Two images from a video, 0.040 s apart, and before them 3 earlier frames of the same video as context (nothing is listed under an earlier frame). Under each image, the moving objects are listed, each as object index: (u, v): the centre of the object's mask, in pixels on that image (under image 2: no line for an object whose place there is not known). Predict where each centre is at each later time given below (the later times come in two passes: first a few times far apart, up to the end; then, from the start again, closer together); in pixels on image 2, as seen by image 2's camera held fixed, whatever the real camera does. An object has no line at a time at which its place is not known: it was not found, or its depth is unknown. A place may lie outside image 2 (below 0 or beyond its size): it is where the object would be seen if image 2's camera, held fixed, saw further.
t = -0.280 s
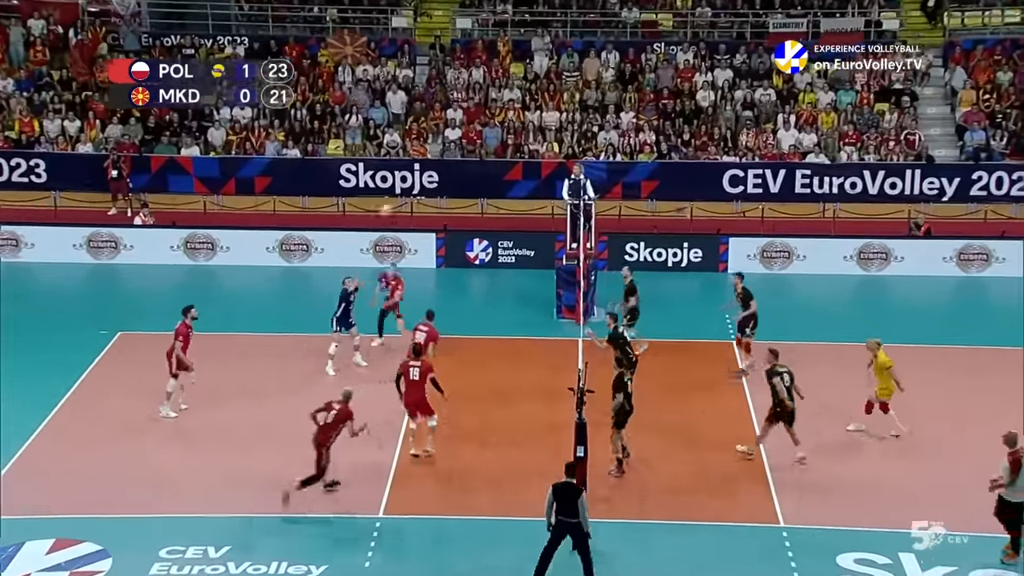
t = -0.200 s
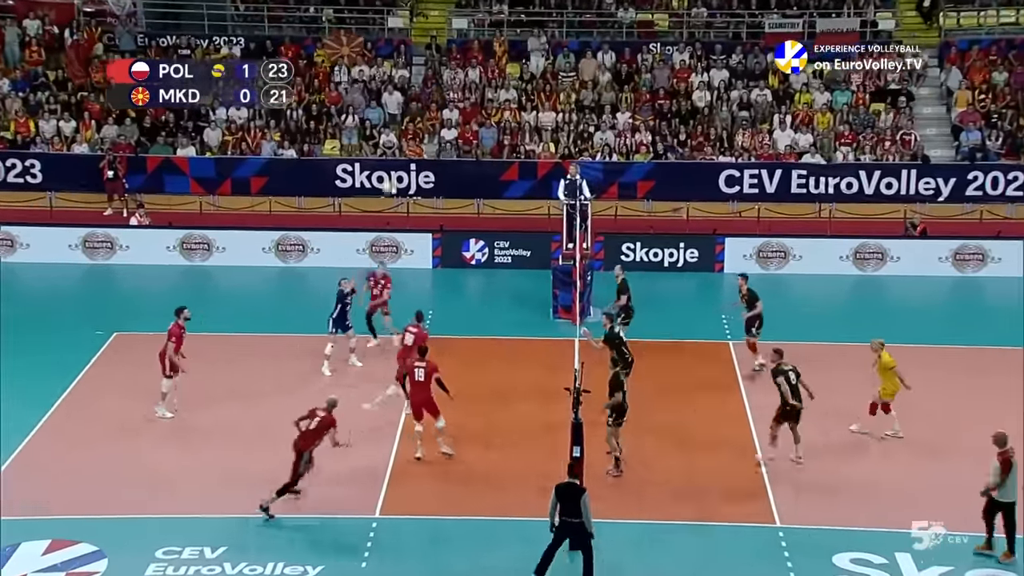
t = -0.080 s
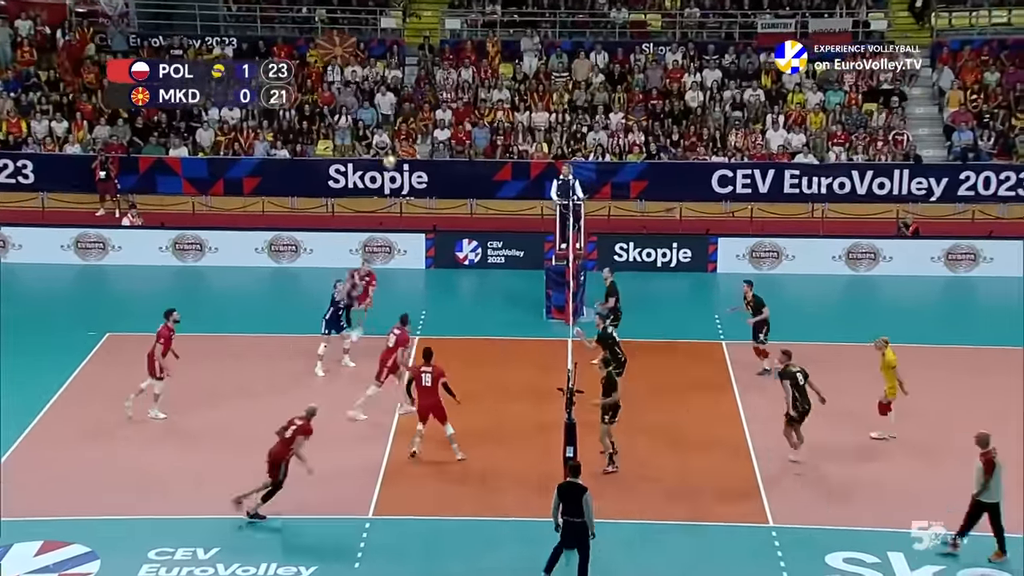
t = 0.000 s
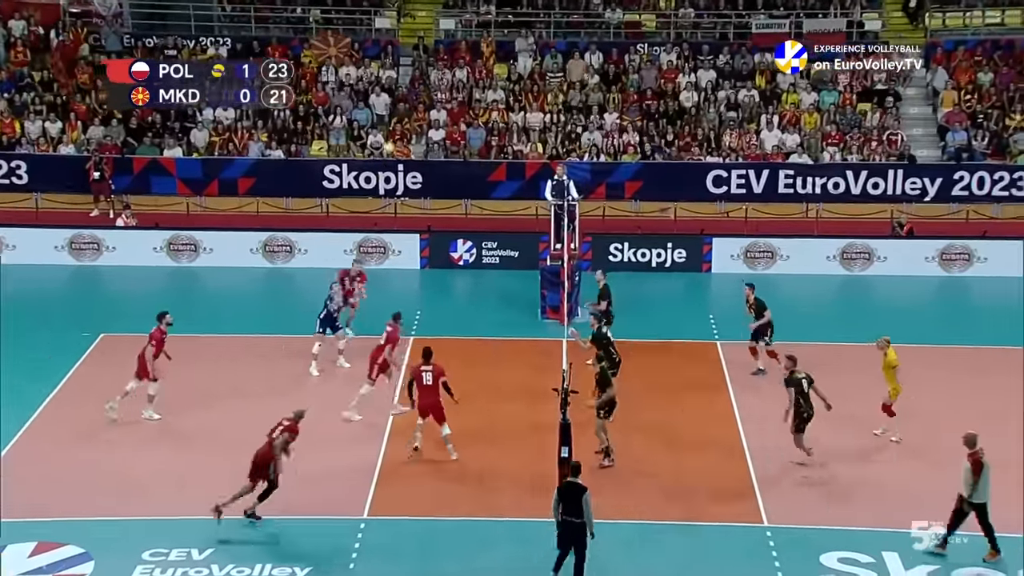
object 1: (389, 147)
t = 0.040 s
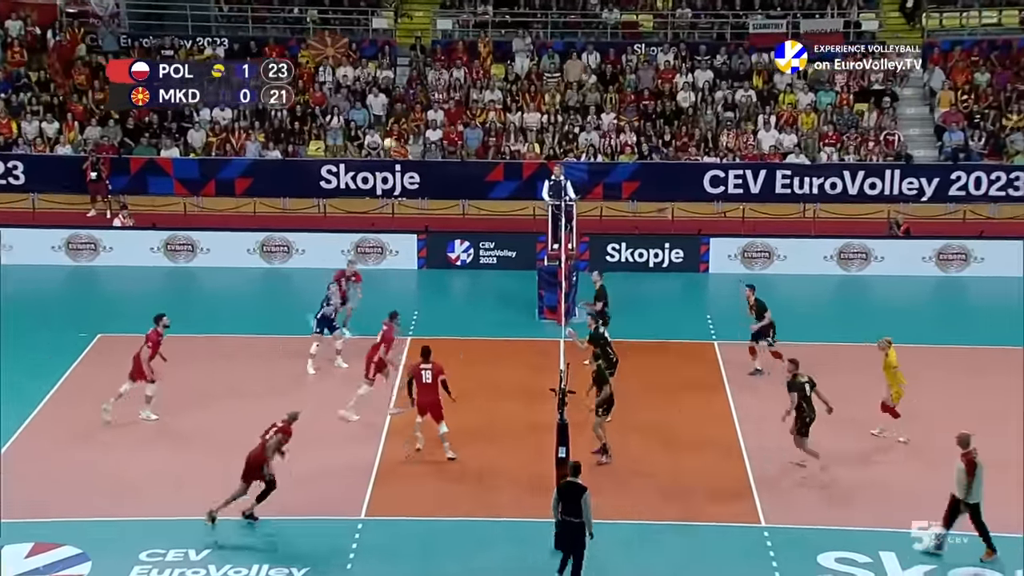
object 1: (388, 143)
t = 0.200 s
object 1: (400, 132)
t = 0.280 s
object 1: (405, 130)
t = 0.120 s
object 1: (394, 135)
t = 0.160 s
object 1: (397, 133)
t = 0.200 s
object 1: (400, 132)
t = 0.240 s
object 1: (402, 131)
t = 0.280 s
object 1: (405, 130)
